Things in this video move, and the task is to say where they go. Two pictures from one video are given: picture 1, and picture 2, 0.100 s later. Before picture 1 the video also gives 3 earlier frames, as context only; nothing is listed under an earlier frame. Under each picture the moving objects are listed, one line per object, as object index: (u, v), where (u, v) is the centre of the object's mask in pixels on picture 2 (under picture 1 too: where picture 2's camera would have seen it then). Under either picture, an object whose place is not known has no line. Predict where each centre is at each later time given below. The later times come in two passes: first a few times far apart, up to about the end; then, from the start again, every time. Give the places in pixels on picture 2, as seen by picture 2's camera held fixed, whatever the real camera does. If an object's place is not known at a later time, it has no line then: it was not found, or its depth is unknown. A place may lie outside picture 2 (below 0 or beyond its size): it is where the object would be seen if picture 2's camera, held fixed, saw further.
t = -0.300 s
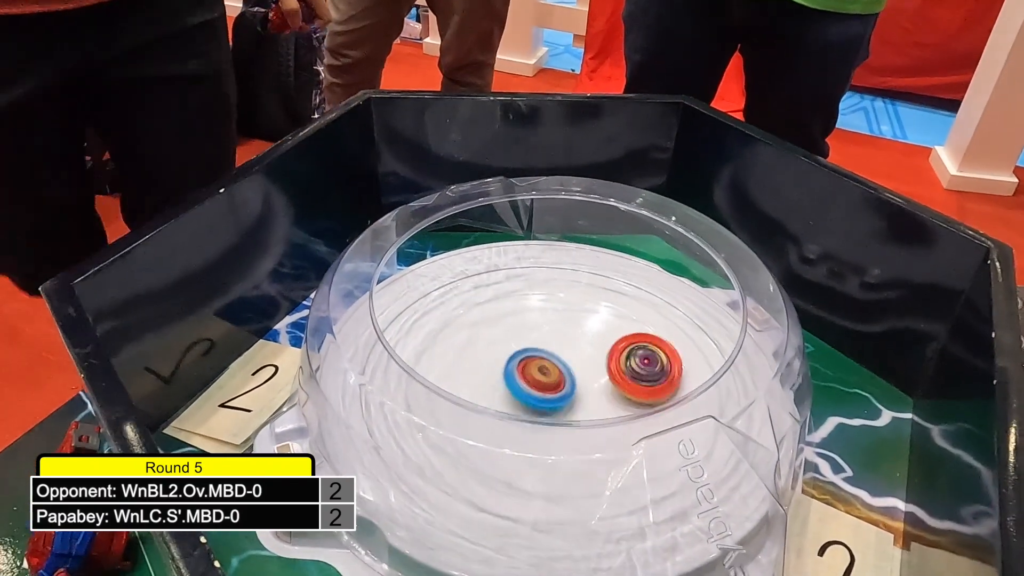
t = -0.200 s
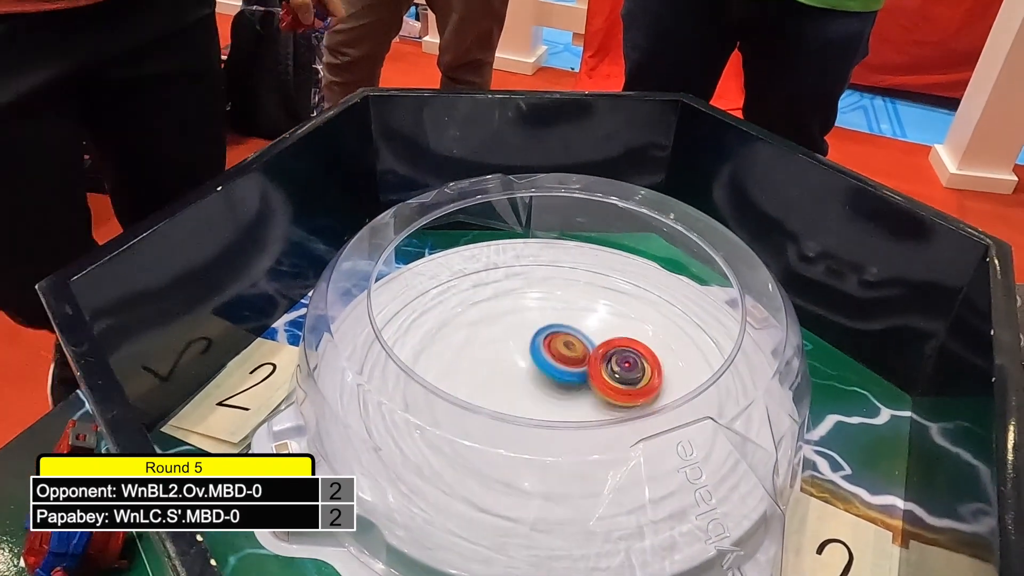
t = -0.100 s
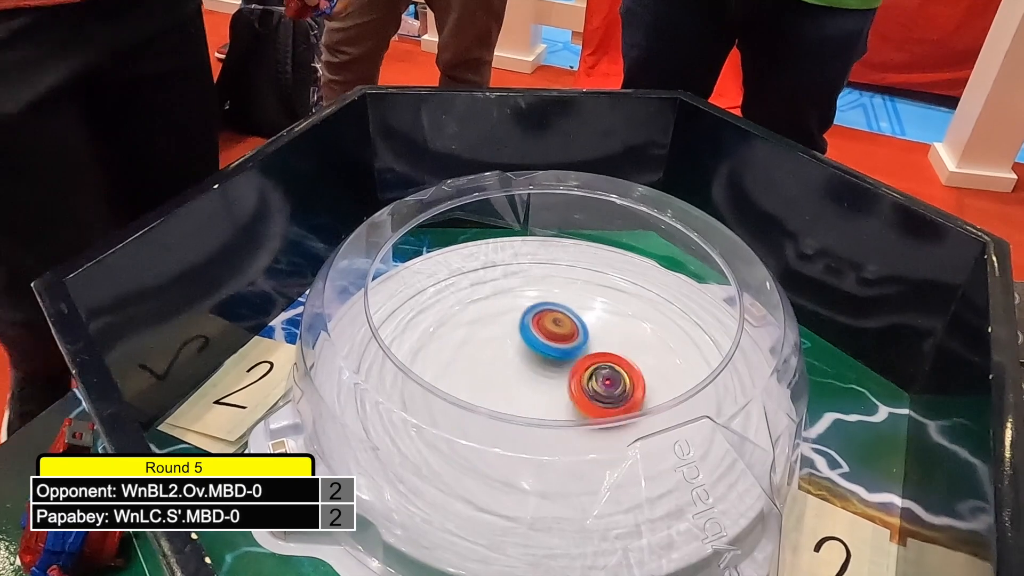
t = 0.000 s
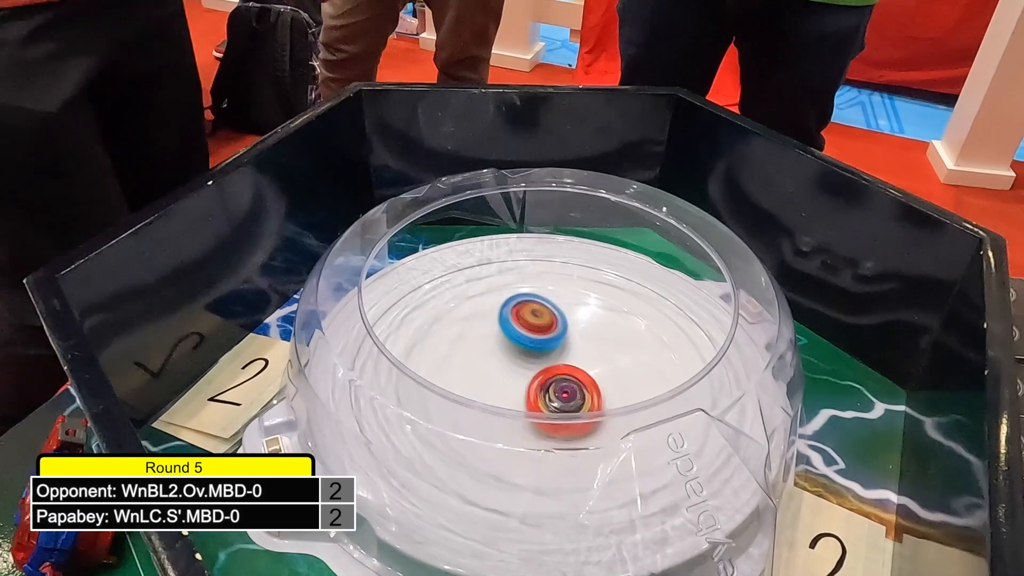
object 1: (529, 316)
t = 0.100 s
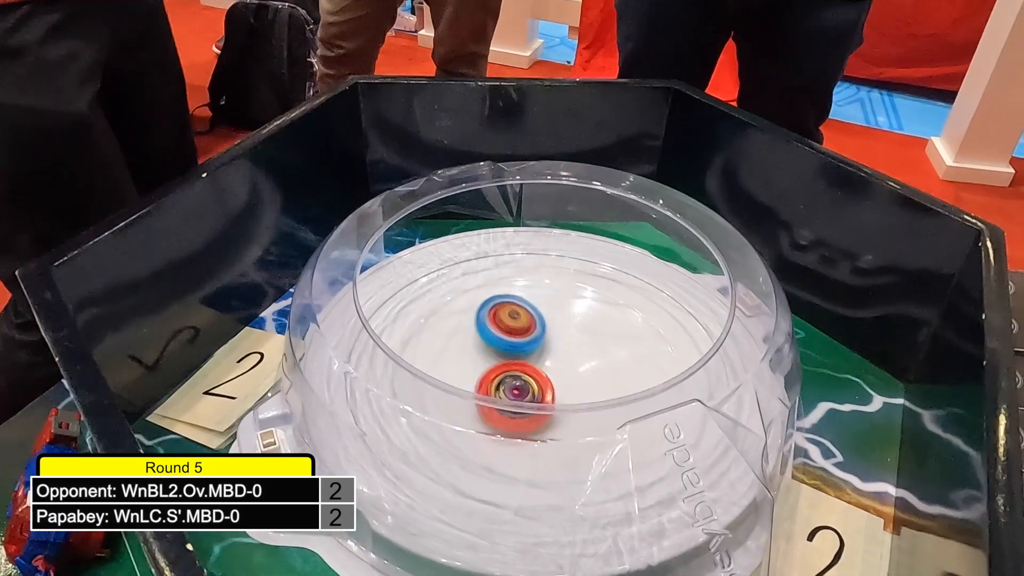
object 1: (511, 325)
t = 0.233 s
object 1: (499, 339)
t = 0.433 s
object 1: (524, 358)
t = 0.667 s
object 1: (586, 342)
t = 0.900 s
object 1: (582, 328)
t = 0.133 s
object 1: (505, 330)
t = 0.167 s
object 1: (499, 334)
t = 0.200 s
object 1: (497, 337)
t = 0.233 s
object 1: (499, 339)
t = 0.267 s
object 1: (501, 341)
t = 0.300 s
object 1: (504, 343)
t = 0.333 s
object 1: (509, 346)
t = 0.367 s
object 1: (513, 350)
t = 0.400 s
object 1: (518, 354)
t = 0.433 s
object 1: (524, 358)
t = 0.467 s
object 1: (531, 360)
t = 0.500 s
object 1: (538, 362)
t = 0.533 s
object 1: (546, 362)
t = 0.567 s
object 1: (556, 360)
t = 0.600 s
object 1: (569, 354)
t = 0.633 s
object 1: (579, 348)
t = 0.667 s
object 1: (586, 342)
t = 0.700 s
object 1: (590, 337)
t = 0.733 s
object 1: (592, 335)
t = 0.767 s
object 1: (592, 334)
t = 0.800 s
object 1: (589, 334)
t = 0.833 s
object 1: (585, 336)
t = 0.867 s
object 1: (581, 336)
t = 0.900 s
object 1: (582, 328)
